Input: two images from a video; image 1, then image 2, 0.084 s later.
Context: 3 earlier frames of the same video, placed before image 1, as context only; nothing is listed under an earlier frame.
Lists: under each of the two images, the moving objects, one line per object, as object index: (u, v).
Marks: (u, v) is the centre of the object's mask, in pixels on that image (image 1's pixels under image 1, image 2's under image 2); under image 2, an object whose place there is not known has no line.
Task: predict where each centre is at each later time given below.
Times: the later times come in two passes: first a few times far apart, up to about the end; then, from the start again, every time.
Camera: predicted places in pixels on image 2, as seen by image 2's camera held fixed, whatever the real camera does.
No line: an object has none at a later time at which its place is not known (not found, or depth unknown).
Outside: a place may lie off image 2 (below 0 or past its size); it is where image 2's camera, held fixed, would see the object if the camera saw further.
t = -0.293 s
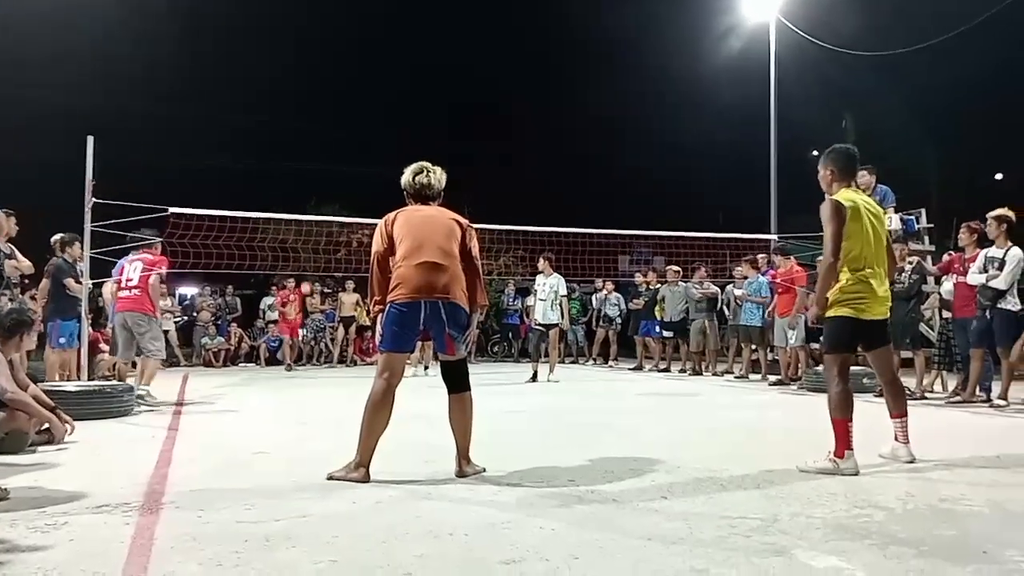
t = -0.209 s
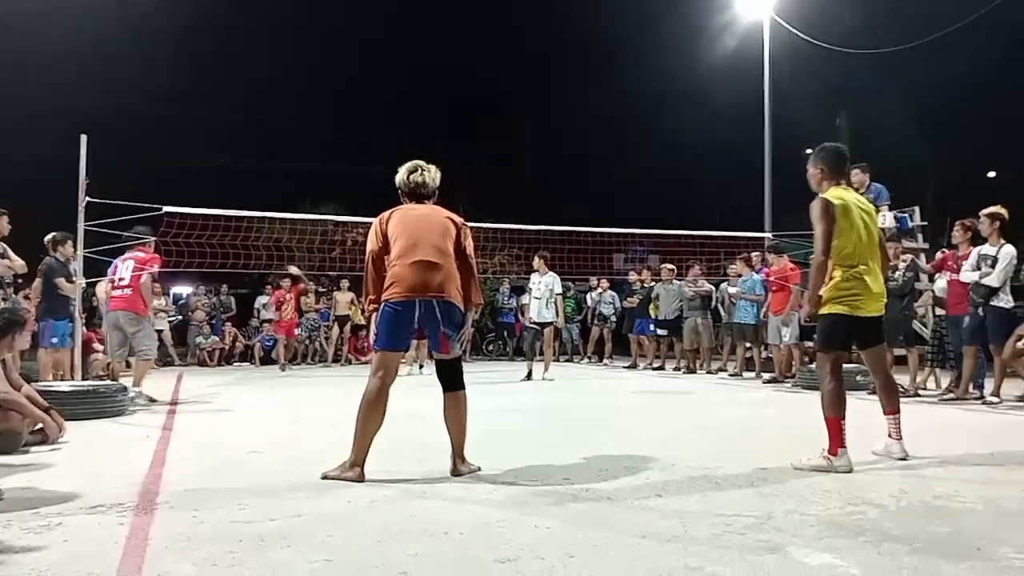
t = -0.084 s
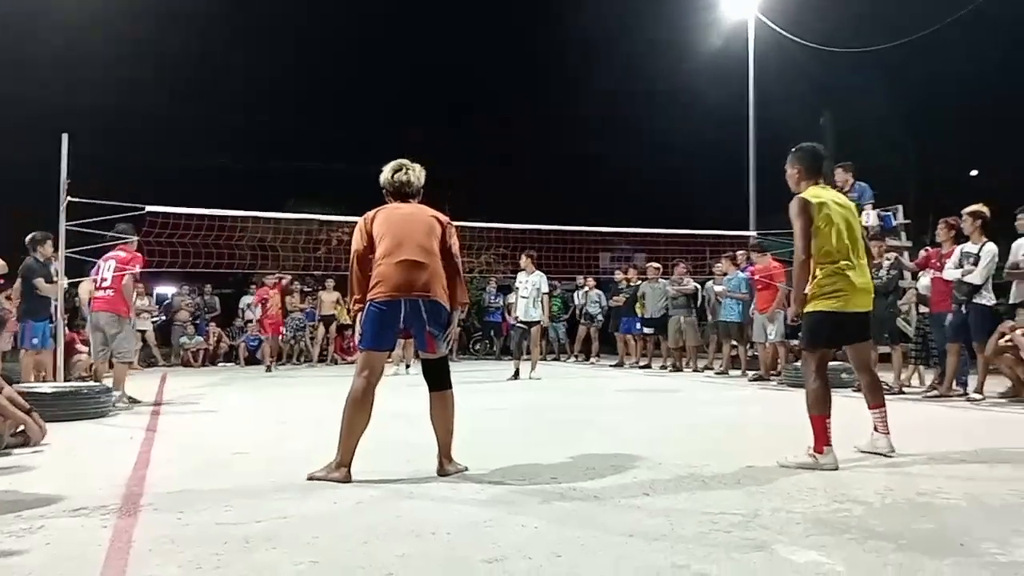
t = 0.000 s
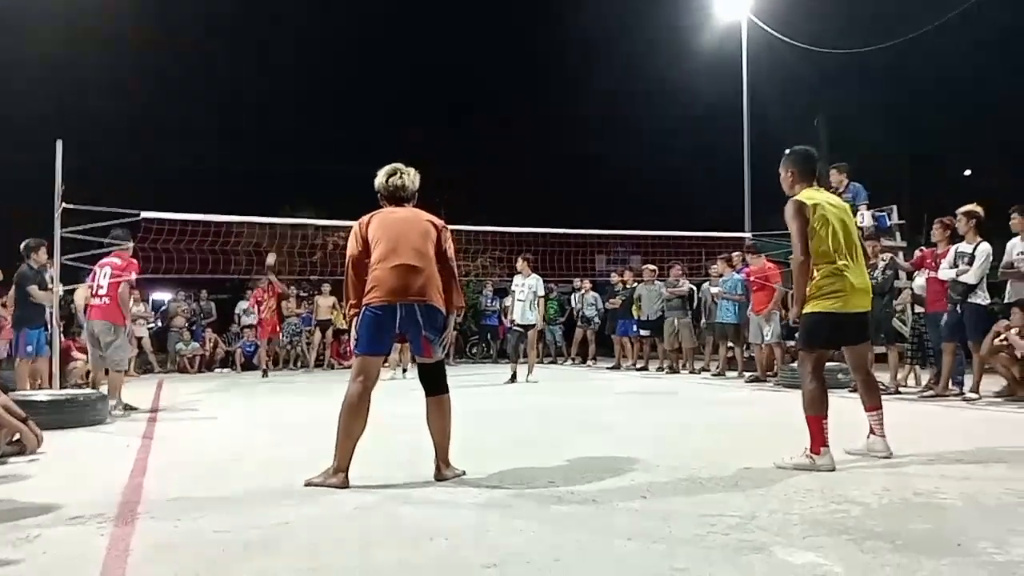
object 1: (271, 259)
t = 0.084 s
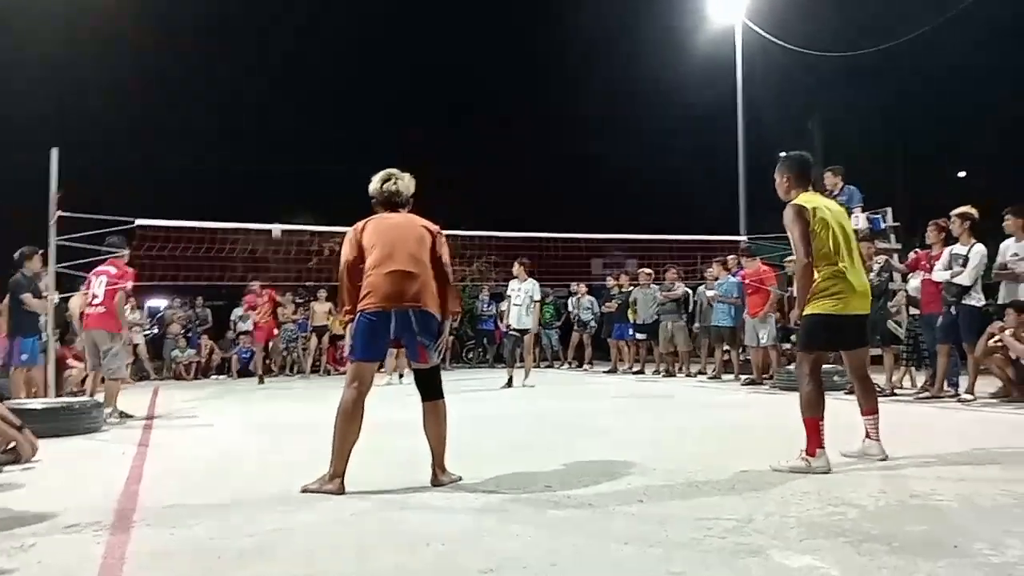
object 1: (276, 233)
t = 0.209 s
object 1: (290, 185)
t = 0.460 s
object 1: (319, 115)
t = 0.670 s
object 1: (347, 86)
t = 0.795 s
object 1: (366, 88)
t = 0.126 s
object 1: (281, 214)
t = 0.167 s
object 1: (285, 200)
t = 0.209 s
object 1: (290, 185)
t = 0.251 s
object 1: (294, 172)
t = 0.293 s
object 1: (299, 159)
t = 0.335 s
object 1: (304, 147)
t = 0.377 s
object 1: (309, 134)
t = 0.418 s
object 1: (315, 124)
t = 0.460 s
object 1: (319, 115)
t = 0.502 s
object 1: (324, 107)
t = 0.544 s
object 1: (329, 100)
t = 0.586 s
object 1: (335, 94)
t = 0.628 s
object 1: (340, 89)
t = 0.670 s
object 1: (347, 86)
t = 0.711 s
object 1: (353, 85)
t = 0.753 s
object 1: (359, 86)
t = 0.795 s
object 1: (366, 88)
